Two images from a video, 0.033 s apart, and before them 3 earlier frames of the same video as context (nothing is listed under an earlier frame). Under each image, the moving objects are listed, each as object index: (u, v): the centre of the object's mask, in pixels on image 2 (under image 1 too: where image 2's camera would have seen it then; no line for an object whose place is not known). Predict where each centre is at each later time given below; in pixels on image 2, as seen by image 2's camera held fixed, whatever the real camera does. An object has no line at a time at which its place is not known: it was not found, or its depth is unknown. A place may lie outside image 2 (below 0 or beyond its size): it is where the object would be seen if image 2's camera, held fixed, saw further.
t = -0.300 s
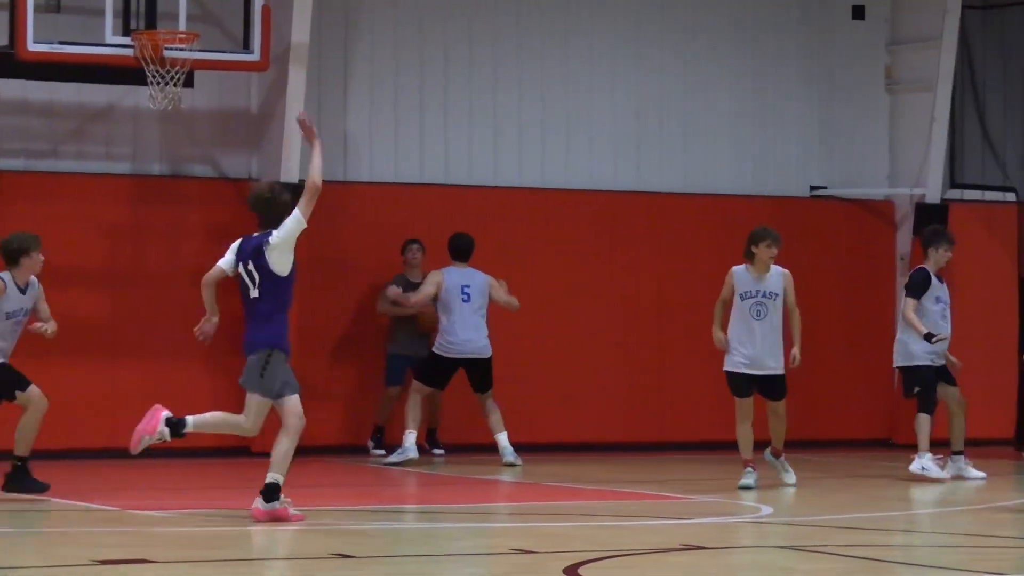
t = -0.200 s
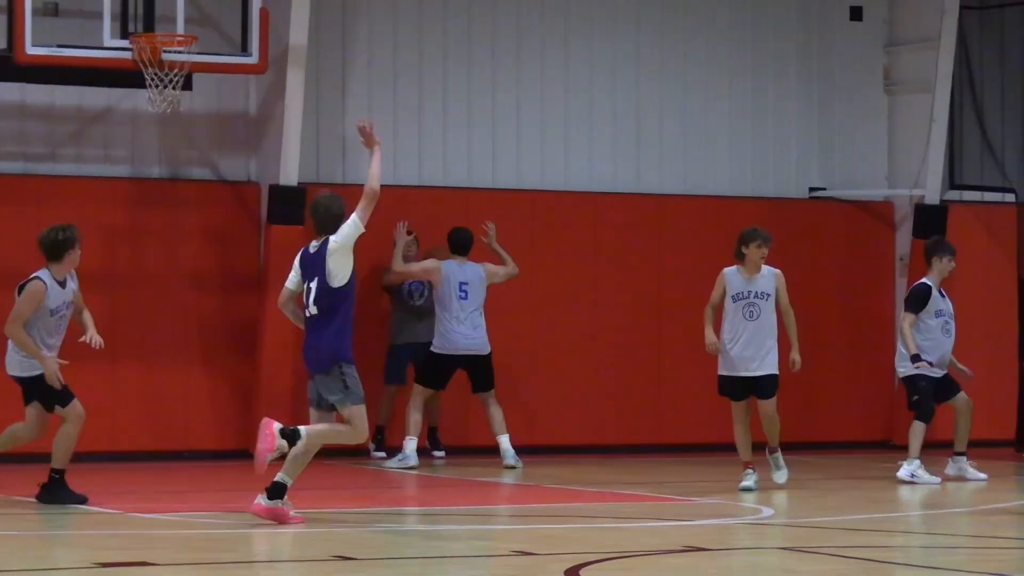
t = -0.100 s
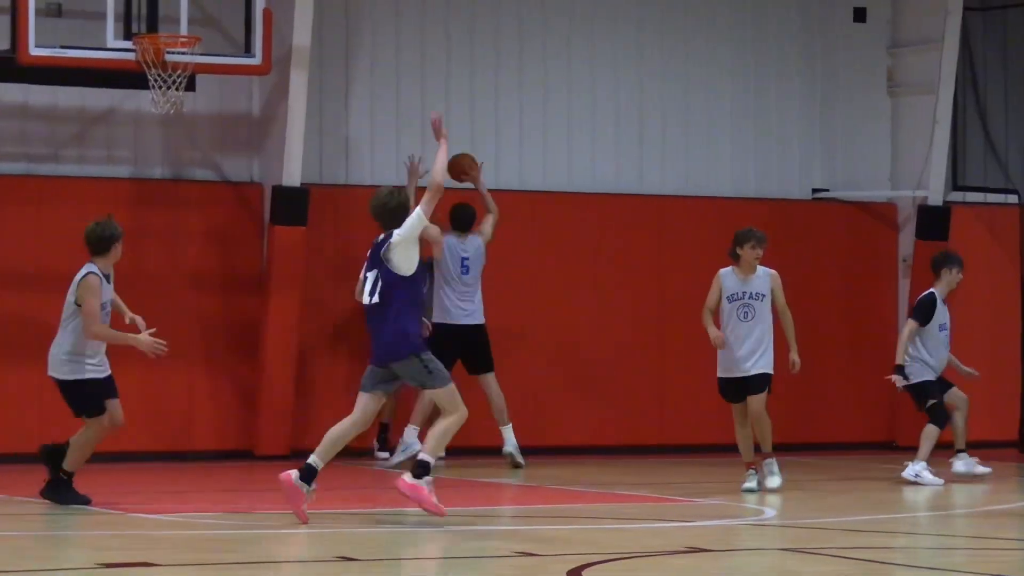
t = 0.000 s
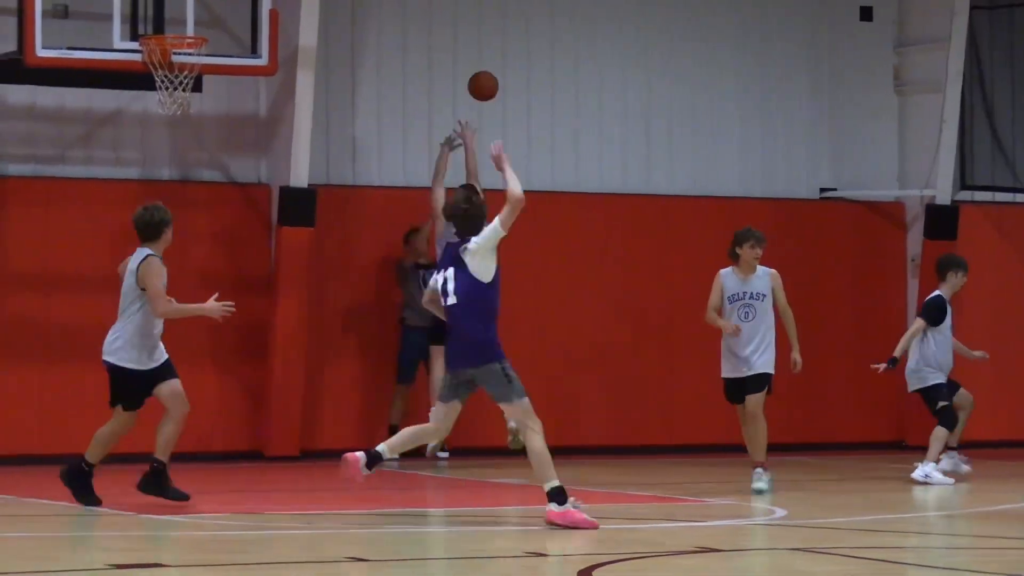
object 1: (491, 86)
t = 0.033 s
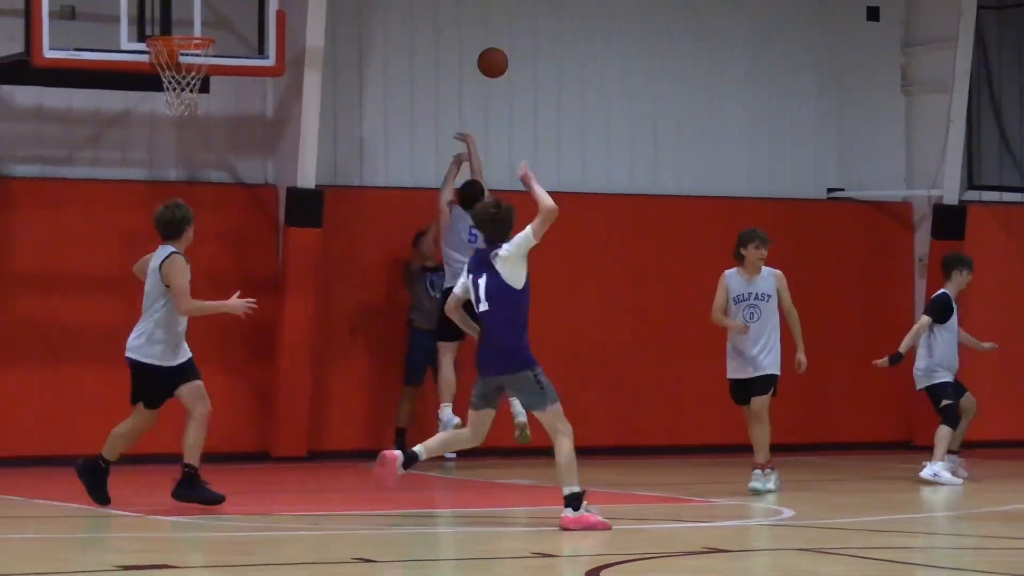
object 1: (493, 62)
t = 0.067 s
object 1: (495, 40)
